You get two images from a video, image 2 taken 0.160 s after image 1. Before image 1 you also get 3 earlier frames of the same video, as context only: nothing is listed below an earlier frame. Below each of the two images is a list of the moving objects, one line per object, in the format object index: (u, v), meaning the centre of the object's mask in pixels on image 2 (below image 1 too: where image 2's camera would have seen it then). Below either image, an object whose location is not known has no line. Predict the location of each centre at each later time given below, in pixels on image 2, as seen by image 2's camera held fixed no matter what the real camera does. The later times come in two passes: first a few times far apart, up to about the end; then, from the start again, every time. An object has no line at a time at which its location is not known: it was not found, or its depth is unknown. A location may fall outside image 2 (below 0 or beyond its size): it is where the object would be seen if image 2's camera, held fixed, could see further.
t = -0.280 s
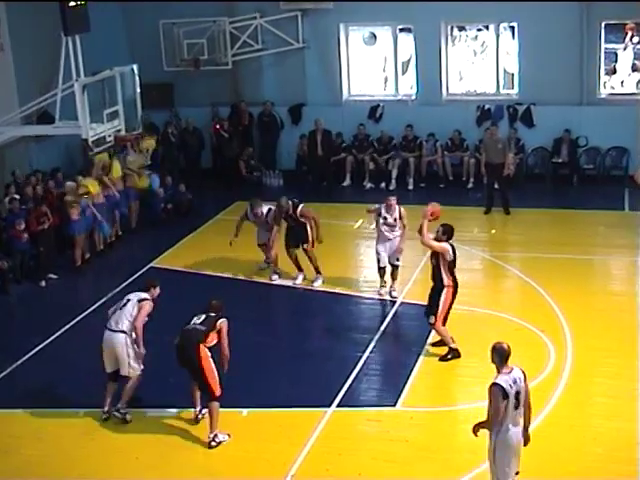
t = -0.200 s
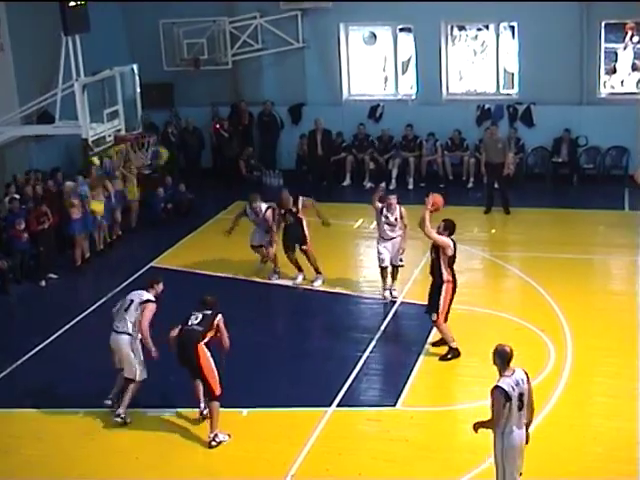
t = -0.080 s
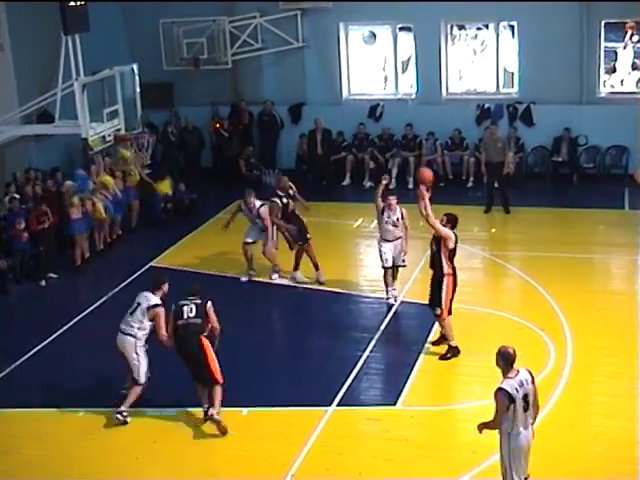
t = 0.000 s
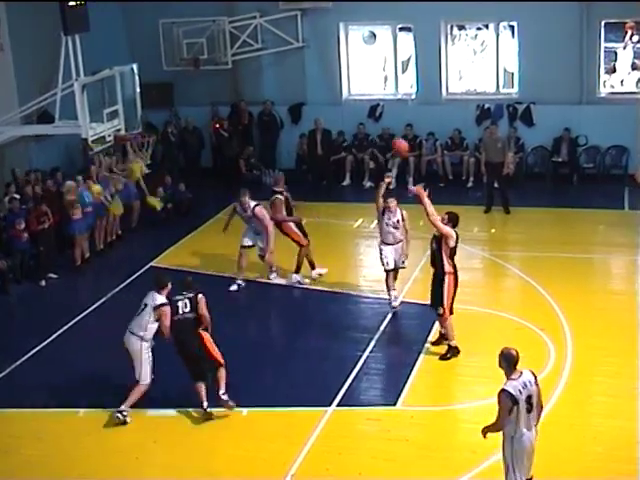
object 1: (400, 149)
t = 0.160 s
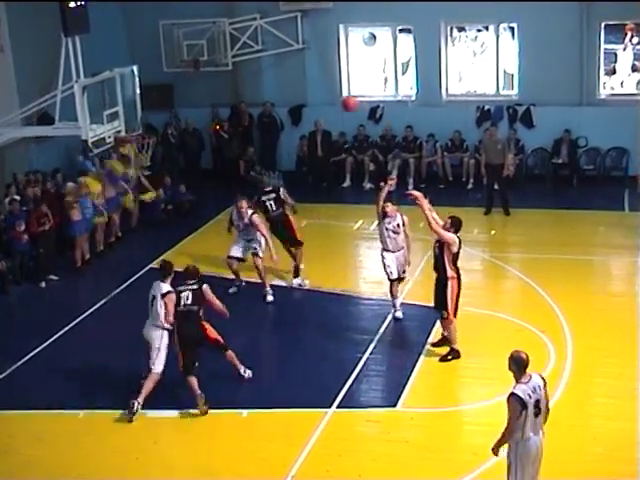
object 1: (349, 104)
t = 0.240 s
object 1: (326, 88)
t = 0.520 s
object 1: (248, 70)
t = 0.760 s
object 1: (188, 97)
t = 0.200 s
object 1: (338, 95)
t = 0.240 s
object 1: (326, 88)
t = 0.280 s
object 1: (314, 82)
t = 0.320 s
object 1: (302, 77)
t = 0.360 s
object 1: (291, 73)
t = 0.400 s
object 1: (280, 71)
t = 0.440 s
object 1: (270, 70)
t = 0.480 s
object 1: (259, 70)
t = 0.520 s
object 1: (248, 70)
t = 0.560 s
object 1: (238, 72)
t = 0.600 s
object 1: (229, 74)
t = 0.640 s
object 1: (217, 79)
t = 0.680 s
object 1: (207, 84)
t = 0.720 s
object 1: (198, 90)
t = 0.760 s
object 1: (188, 97)
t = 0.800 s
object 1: (178, 105)
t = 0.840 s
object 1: (169, 114)
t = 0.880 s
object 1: (162, 125)
